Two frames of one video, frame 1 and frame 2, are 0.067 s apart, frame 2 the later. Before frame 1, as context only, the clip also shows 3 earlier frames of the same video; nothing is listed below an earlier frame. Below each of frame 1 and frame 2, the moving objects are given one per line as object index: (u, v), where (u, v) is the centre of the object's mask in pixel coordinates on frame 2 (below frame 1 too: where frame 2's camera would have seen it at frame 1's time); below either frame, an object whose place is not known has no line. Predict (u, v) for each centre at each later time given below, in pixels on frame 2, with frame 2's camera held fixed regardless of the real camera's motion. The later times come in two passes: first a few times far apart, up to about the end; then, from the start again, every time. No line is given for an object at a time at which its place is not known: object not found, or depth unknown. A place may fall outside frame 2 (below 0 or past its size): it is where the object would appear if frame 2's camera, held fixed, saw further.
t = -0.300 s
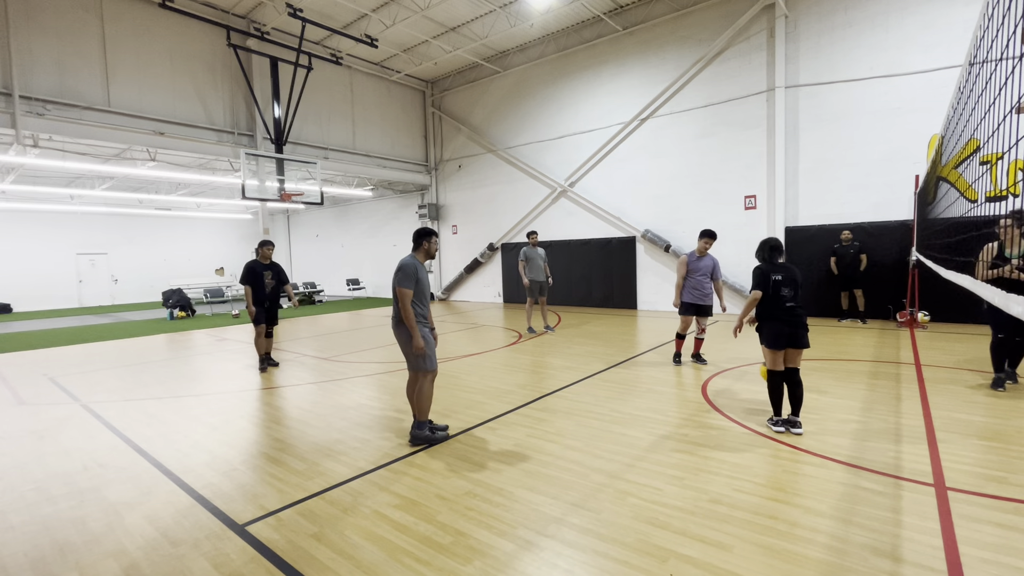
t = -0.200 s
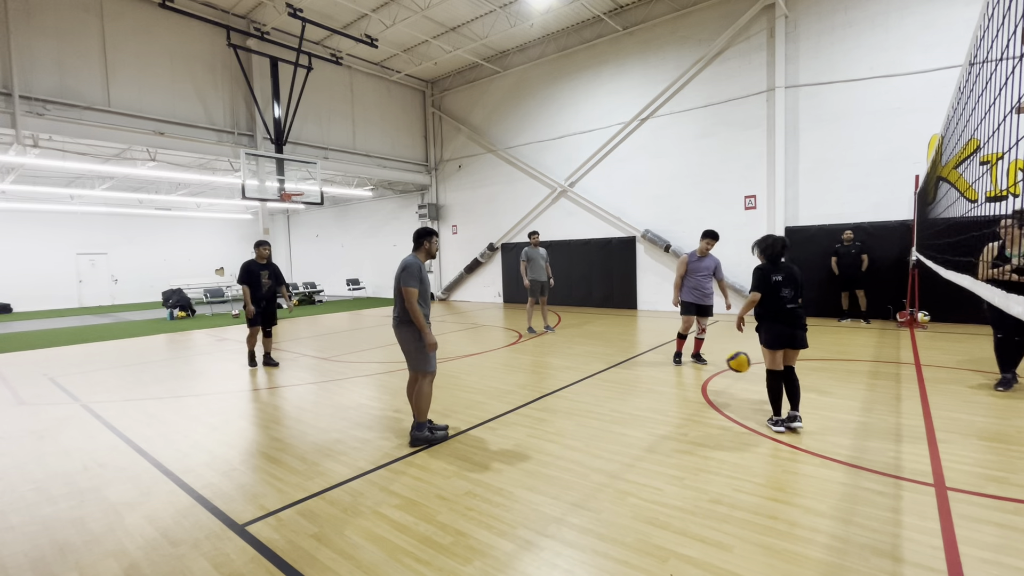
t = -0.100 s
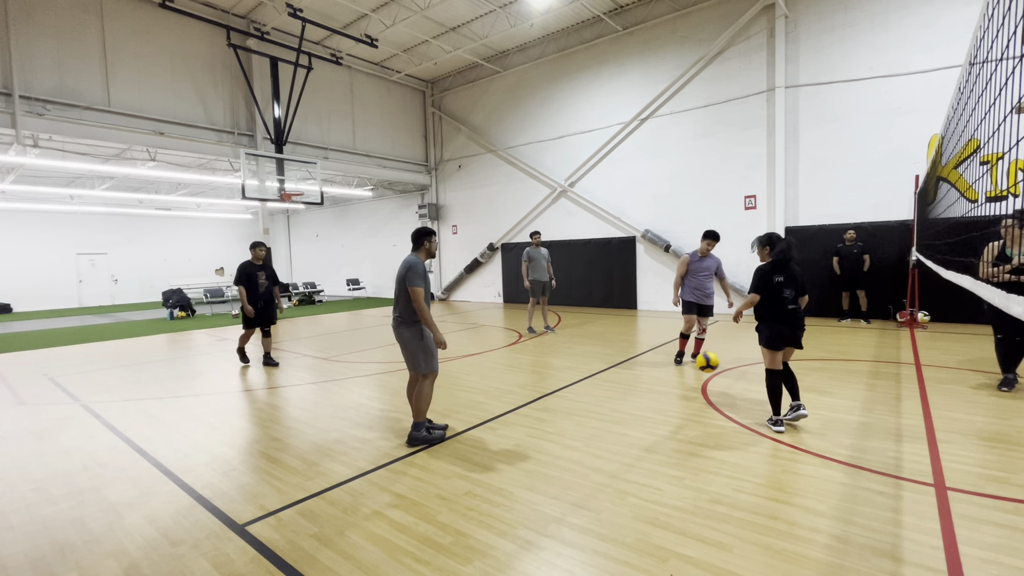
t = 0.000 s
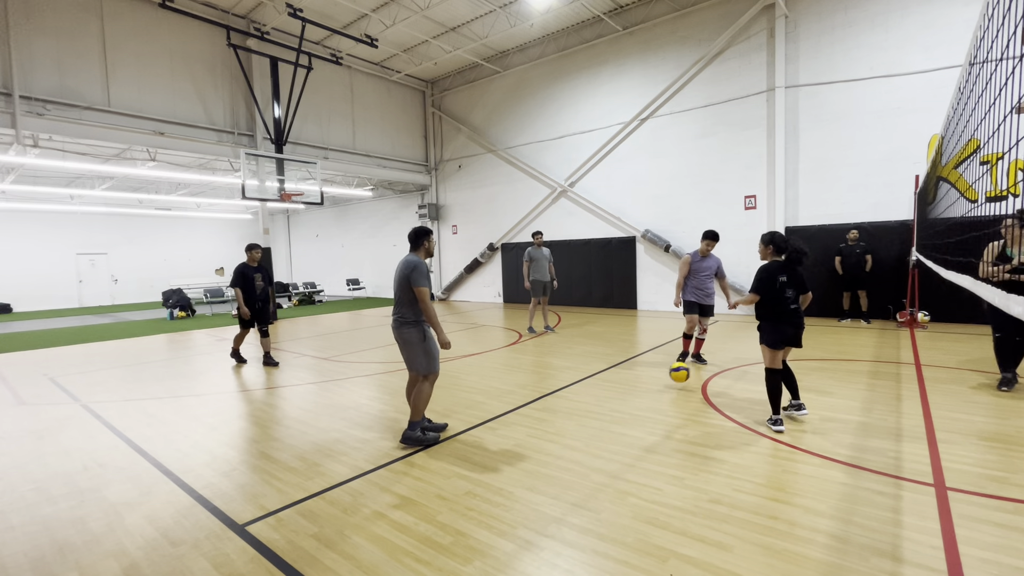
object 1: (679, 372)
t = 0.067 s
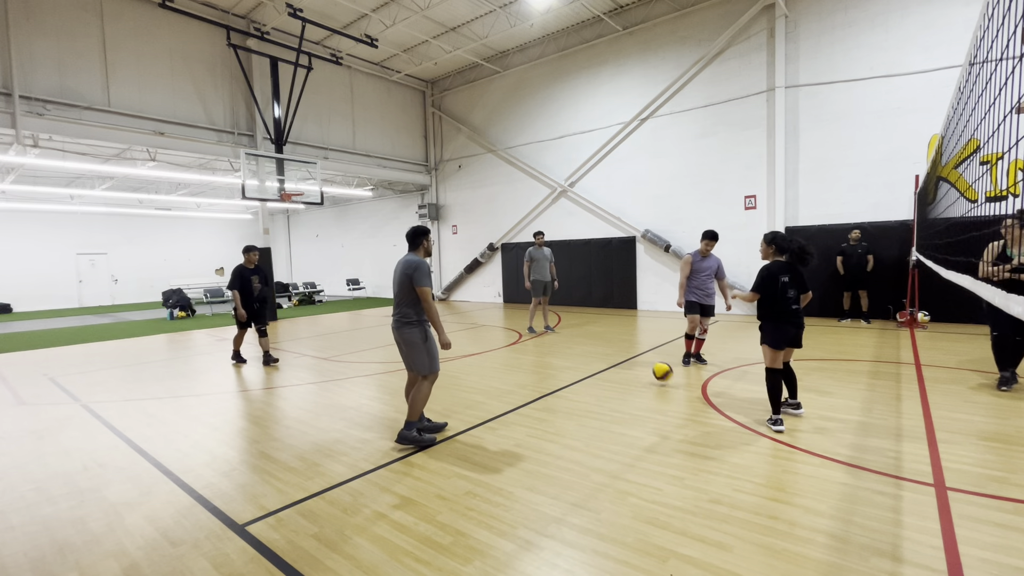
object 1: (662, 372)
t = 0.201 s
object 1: (631, 353)
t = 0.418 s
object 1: (589, 355)
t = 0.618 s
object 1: (556, 343)
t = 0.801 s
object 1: (530, 346)
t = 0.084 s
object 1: (658, 368)
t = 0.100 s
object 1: (654, 365)
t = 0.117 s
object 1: (650, 362)
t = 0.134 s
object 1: (646, 360)
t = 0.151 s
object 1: (642, 358)
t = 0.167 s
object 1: (639, 355)
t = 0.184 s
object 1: (635, 354)
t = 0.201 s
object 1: (631, 353)
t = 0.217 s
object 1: (628, 351)
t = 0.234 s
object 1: (624, 351)
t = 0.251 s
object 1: (620, 350)
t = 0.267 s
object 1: (617, 348)
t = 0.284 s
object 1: (614, 349)
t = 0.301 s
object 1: (610, 349)
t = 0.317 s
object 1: (607, 349)
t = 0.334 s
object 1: (604, 350)
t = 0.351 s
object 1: (601, 350)
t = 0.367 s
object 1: (598, 351)
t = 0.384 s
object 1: (595, 353)
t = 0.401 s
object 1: (592, 354)
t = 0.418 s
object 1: (589, 355)
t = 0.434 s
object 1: (586, 357)
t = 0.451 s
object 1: (583, 360)
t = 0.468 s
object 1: (580, 361)
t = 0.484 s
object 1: (577, 358)
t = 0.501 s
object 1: (574, 355)
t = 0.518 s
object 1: (571, 353)
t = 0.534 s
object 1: (569, 350)
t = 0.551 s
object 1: (566, 349)
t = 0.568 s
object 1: (564, 347)
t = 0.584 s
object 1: (561, 345)
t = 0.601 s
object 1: (559, 344)
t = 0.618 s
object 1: (556, 343)
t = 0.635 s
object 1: (554, 343)
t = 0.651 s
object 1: (551, 342)
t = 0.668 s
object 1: (549, 341)
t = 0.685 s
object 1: (546, 341)
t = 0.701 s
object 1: (543, 342)
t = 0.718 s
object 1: (541, 342)
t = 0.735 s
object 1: (539, 343)
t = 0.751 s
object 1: (537, 343)
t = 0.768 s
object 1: (534, 344)
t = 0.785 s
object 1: (532, 345)
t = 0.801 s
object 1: (530, 346)
